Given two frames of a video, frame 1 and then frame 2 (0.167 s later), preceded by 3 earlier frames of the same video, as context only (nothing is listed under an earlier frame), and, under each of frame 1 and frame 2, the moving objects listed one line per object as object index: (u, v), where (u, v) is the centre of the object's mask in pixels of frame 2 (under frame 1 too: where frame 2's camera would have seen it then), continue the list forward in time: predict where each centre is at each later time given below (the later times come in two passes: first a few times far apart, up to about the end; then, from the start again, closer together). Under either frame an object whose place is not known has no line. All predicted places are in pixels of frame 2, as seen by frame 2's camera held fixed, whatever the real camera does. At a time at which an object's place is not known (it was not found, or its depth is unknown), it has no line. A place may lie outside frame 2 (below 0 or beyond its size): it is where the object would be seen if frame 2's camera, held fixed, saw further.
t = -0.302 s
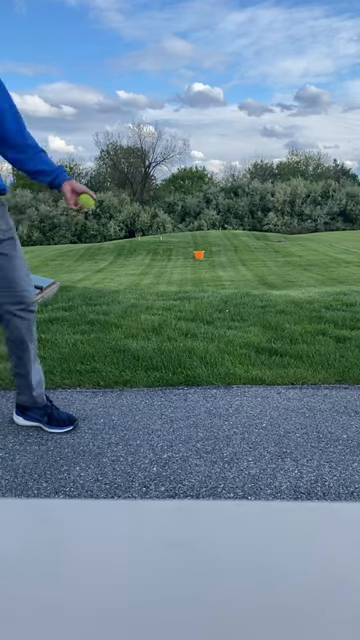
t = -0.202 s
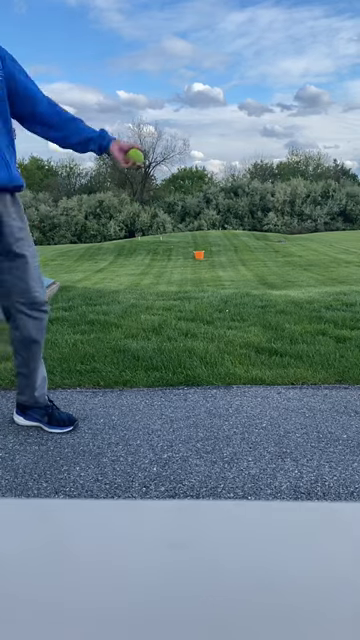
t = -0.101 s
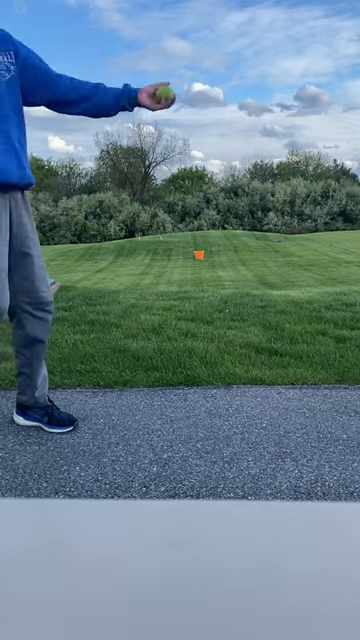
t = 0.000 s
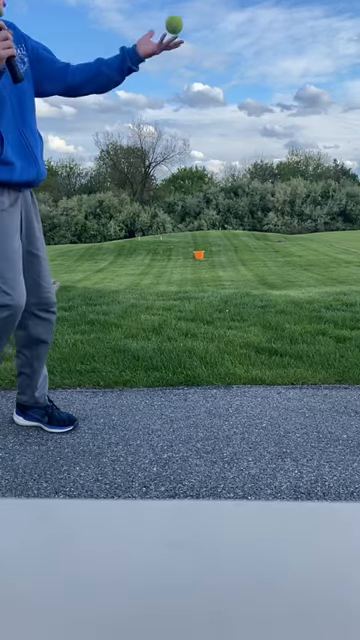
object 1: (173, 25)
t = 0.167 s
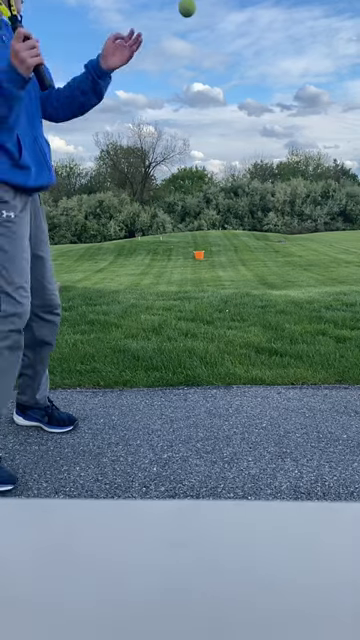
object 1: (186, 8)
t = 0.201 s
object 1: (189, 13)
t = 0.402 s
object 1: (207, 112)
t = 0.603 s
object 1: (226, 295)
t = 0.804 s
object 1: (237, 307)
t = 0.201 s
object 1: (189, 13)
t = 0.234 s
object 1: (192, 23)
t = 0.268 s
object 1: (195, 35)
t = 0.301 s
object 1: (198, 50)
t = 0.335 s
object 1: (201, 69)
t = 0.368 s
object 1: (204, 89)
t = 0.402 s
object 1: (207, 112)
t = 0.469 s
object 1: (214, 166)
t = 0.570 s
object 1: (222, 261)
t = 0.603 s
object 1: (226, 295)
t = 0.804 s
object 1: (237, 307)
